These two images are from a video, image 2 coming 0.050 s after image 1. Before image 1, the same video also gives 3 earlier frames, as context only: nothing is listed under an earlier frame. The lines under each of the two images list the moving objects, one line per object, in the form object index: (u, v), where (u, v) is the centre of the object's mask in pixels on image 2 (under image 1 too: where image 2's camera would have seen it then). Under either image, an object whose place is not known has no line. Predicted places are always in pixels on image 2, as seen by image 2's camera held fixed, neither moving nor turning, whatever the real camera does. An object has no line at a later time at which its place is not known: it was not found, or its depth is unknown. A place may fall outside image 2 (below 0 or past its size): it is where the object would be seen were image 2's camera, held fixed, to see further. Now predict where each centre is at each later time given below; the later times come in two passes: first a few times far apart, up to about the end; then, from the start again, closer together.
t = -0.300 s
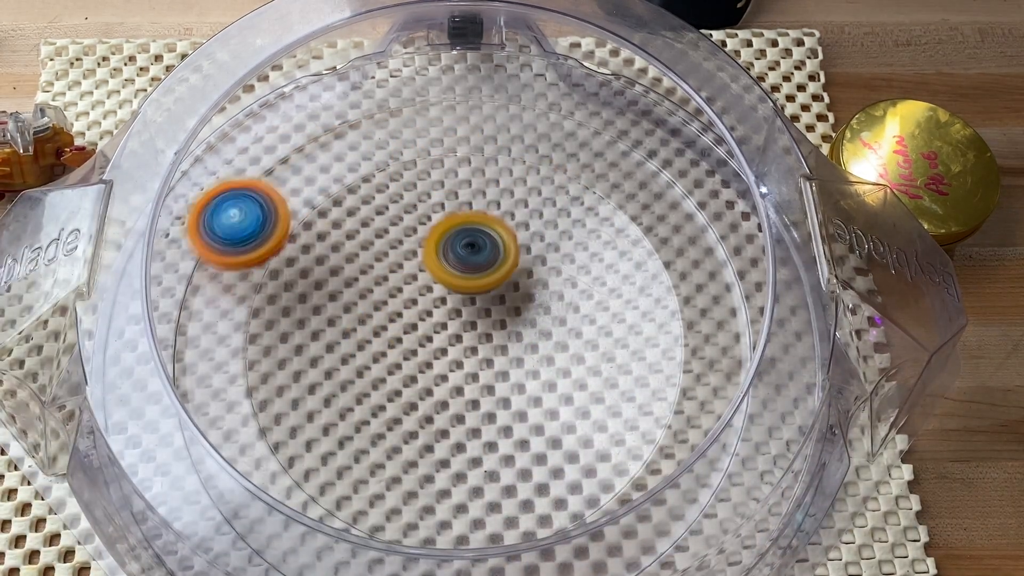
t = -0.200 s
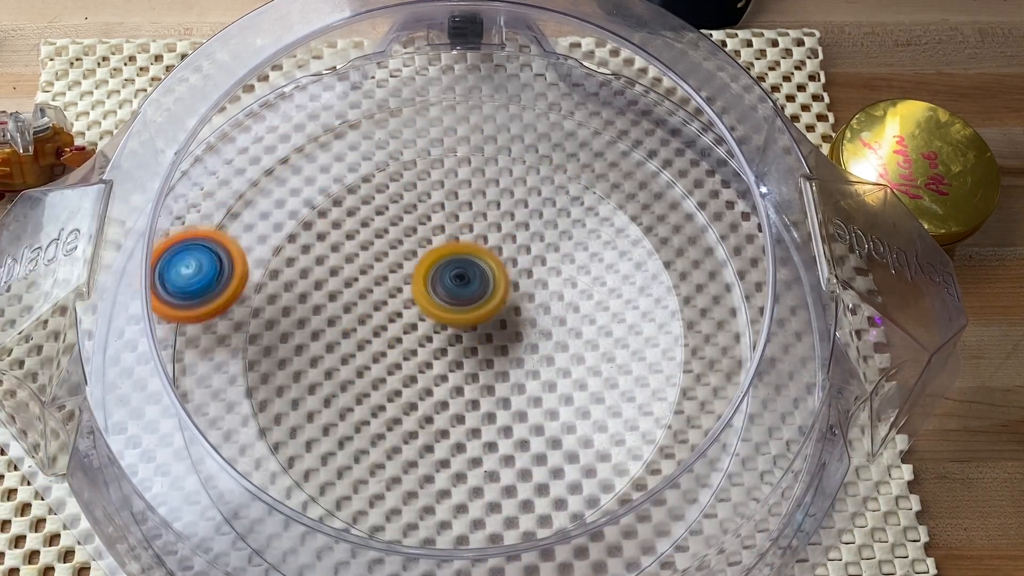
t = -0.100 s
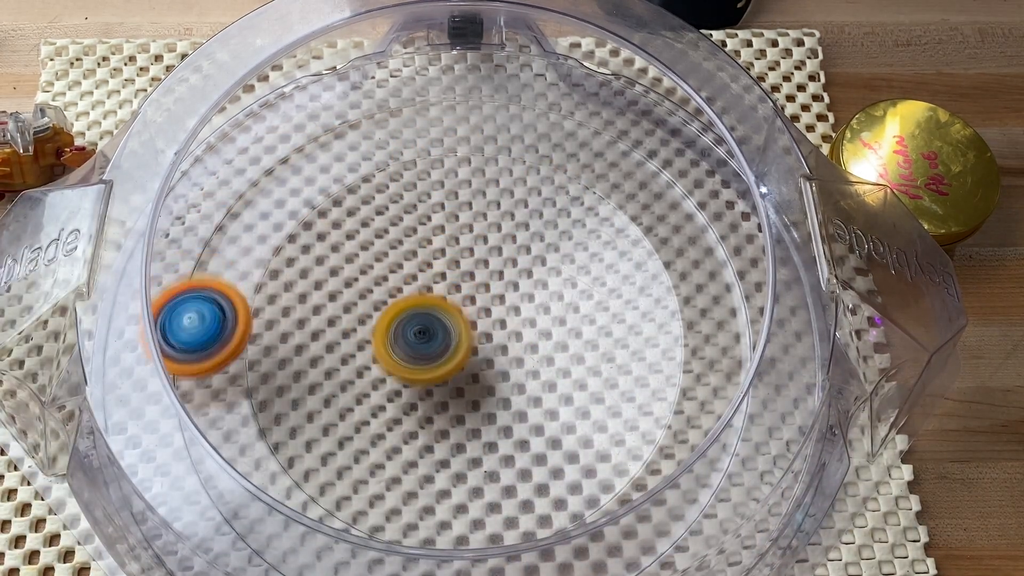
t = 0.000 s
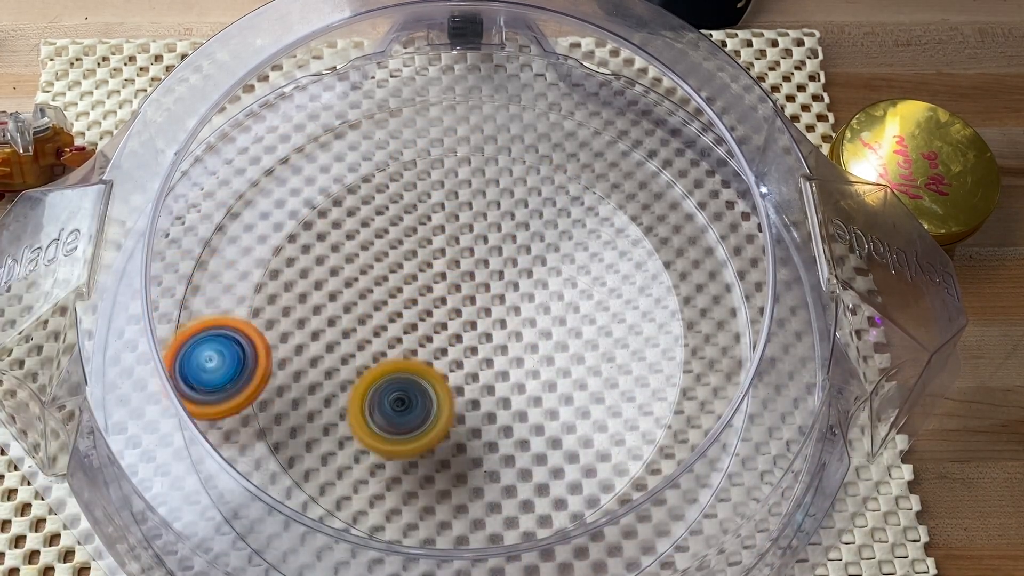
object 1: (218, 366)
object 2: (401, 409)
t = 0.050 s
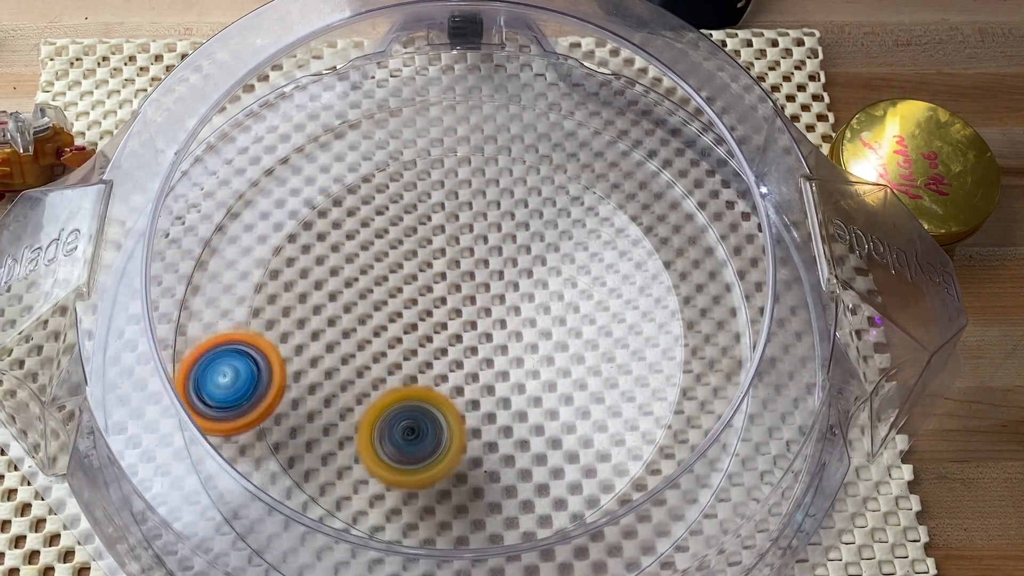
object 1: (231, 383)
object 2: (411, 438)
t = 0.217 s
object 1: (337, 440)
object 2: (520, 433)
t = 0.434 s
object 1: (596, 416)
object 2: (534, 209)
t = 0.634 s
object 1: (622, 216)
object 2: (347, 105)
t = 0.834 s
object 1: (447, 96)
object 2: (191, 206)
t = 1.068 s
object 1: (326, 145)
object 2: (106, 387)
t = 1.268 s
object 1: (298, 207)
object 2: (272, 402)
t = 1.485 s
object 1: (357, 403)
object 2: (591, 357)
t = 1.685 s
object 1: (557, 484)
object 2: (694, 154)
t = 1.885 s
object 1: (660, 330)
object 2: (550, 85)
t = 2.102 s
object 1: (481, 132)
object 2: (311, 126)
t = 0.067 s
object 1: (236, 387)
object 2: (418, 445)
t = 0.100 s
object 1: (247, 398)
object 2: (436, 456)
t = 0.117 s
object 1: (255, 403)
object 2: (446, 458)
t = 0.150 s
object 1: (277, 415)
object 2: (470, 458)
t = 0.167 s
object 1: (290, 421)
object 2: (483, 455)
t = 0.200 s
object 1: (321, 434)
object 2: (508, 443)
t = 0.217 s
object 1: (337, 440)
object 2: (520, 433)
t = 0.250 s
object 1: (378, 452)
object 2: (542, 409)
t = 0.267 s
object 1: (397, 457)
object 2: (551, 393)
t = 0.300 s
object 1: (441, 464)
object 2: (563, 358)
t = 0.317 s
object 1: (464, 464)
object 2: (566, 340)
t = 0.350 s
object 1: (507, 460)
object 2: (566, 301)
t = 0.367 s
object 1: (528, 454)
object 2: (563, 282)
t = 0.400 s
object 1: (565, 438)
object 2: (552, 244)
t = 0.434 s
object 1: (596, 416)
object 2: (534, 209)
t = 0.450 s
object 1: (608, 404)
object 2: (523, 193)
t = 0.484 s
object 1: (629, 374)
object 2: (498, 166)
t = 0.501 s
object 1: (636, 359)
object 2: (484, 154)
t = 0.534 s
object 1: (645, 324)
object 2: (453, 134)
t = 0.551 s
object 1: (646, 306)
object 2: (437, 127)
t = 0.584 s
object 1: (643, 269)
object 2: (402, 117)
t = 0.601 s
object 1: (638, 252)
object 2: (384, 112)
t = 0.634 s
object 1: (622, 216)
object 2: (347, 105)
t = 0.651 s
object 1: (611, 200)
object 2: (329, 103)
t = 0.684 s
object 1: (583, 170)
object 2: (294, 106)
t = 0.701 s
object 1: (567, 158)
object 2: (277, 111)
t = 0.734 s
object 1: (532, 135)
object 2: (251, 123)
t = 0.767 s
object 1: (499, 118)
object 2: (232, 149)
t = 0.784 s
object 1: (485, 112)
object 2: (223, 163)
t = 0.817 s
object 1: (458, 101)
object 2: (207, 192)
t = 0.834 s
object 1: (447, 96)
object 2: (191, 206)
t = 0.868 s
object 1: (423, 92)
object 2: (167, 236)
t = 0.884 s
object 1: (413, 94)
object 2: (156, 251)
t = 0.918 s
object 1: (390, 104)
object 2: (137, 281)
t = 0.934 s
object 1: (381, 107)
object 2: (126, 298)
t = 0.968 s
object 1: (364, 118)
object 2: (94, 330)
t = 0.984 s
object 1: (355, 123)
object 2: (88, 344)
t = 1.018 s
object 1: (343, 131)
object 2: (76, 377)
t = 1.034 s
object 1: (336, 136)
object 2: (83, 382)
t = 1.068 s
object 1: (326, 145)
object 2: (106, 387)
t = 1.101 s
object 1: (317, 155)
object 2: (126, 390)
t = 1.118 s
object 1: (313, 160)
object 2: (144, 389)
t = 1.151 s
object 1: (308, 169)
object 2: (175, 391)
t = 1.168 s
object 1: (305, 174)
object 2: (189, 395)
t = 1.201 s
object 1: (301, 185)
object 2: (222, 392)
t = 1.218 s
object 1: (300, 189)
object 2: (232, 396)
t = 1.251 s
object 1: (299, 200)
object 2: (257, 399)
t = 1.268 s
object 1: (298, 207)
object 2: (272, 402)
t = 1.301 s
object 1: (301, 226)
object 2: (309, 406)
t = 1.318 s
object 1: (302, 238)
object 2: (331, 408)
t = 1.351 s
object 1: (308, 264)
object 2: (378, 412)
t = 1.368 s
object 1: (311, 279)
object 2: (402, 413)
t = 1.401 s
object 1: (319, 312)
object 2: (457, 409)
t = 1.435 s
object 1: (331, 348)
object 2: (514, 396)
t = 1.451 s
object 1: (338, 367)
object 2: (542, 385)
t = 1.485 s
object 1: (357, 403)
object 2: (591, 357)
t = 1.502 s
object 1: (368, 419)
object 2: (611, 340)
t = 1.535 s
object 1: (397, 449)
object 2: (647, 303)
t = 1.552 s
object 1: (412, 462)
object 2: (660, 284)
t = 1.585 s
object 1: (446, 479)
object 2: (681, 245)
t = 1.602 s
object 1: (465, 487)
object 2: (689, 228)
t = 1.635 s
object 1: (502, 492)
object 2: (701, 196)
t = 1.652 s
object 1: (521, 490)
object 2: (702, 181)
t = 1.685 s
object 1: (557, 484)
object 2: (694, 154)
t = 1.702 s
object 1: (572, 478)
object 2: (690, 145)
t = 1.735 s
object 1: (602, 461)
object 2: (678, 127)
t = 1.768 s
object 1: (626, 441)
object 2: (655, 115)
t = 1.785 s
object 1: (638, 427)
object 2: (643, 109)
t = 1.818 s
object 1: (653, 398)
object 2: (614, 100)
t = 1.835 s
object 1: (657, 382)
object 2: (598, 95)
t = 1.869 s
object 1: (661, 348)
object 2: (567, 88)
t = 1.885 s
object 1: (660, 330)
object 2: (550, 85)
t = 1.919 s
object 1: (652, 295)
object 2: (513, 83)
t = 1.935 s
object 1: (645, 277)
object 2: (493, 85)
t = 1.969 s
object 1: (627, 242)
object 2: (454, 89)
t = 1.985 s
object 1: (615, 225)
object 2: (434, 91)
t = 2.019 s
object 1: (584, 191)
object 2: (395, 95)
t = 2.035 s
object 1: (567, 177)
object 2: (378, 97)
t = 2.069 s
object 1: (527, 151)
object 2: (343, 107)
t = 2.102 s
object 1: (481, 132)
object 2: (311, 126)
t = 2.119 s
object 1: (458, 125)
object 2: (294, 137)
